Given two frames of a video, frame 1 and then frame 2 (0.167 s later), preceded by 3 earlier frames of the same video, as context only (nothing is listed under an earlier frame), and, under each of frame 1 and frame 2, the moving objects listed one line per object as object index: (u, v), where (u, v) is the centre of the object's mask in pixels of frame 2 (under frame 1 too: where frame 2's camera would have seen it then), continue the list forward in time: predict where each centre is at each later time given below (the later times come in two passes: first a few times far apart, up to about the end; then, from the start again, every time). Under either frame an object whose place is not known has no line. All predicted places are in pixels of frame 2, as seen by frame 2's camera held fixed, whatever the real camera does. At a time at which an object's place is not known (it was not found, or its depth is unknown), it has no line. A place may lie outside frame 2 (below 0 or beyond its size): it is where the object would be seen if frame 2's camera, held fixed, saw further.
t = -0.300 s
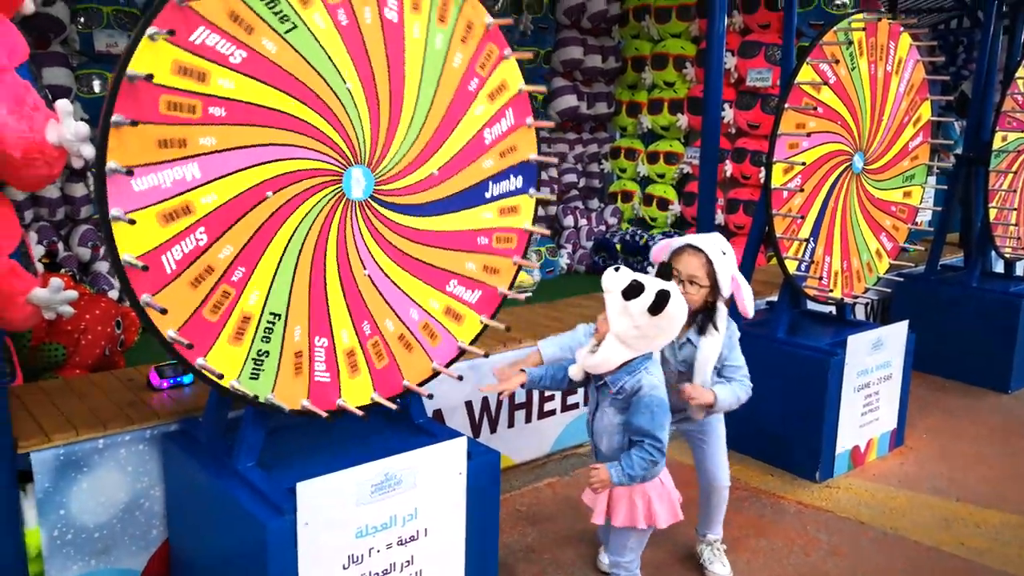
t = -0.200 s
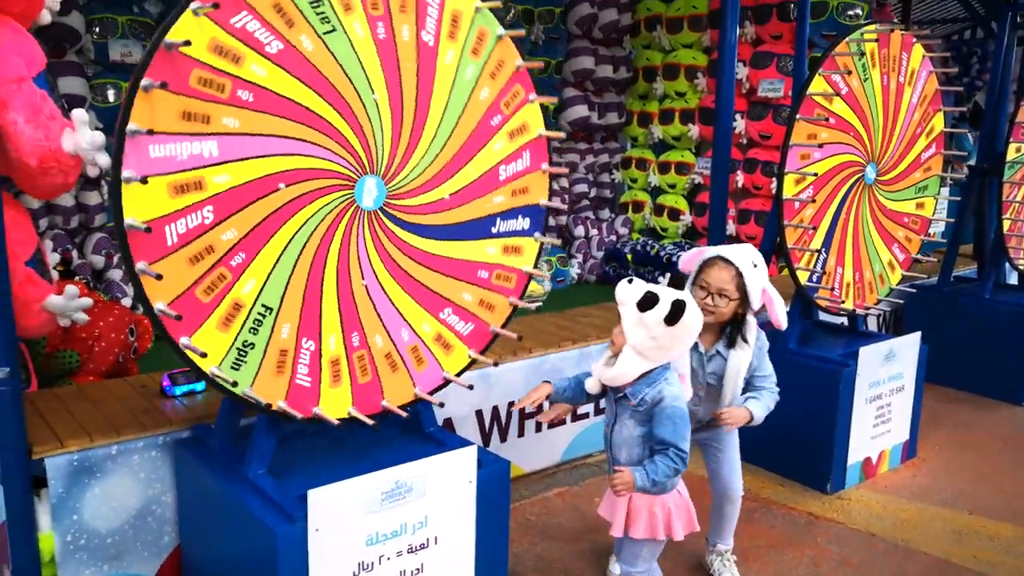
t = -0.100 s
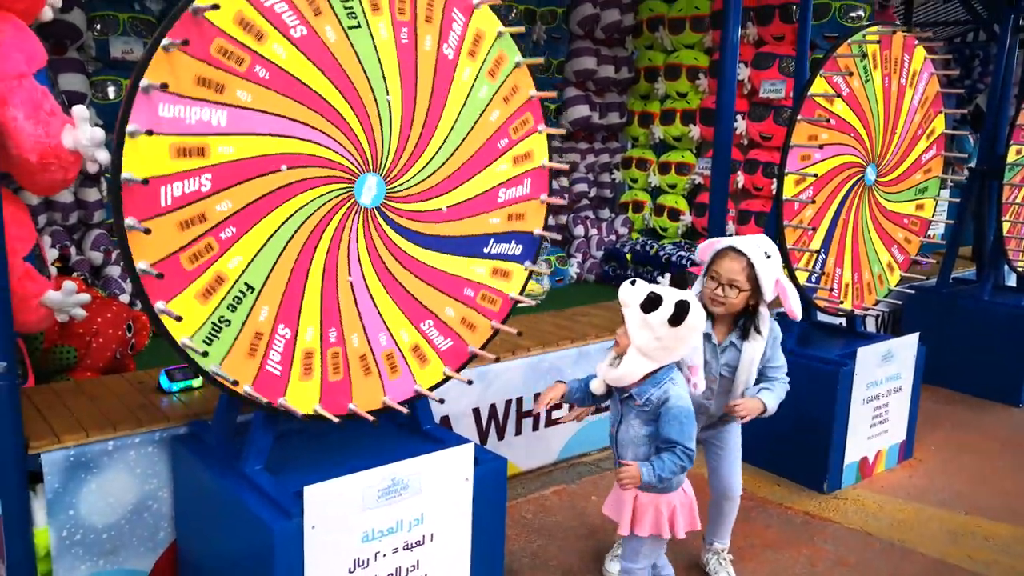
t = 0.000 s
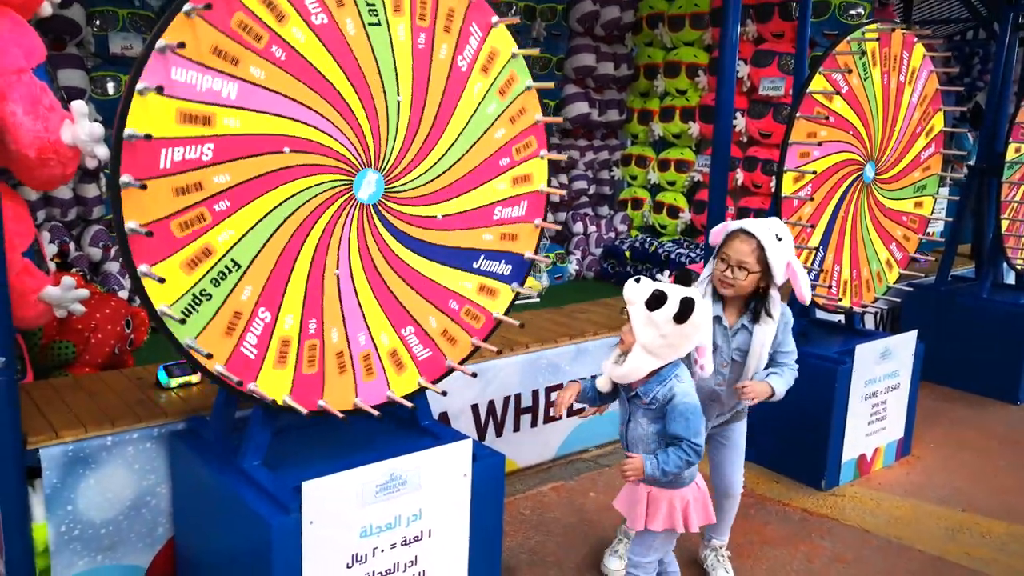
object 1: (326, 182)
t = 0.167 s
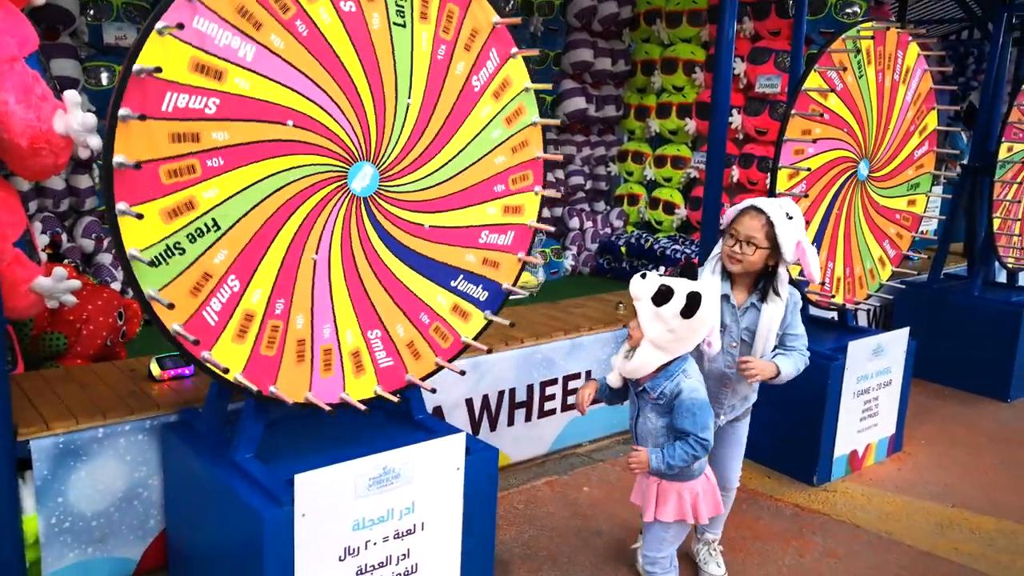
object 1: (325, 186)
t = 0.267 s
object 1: (325, 188)
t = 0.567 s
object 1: (326, 191)
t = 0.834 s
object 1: (326, 193)
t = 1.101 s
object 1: (325, 203)
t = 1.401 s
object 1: (322, 205)
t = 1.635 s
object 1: (322, 206)
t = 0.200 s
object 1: (325, 187)
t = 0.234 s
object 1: (325, 187)
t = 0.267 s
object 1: (325, 188)
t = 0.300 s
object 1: (325, 189)
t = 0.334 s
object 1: (325, 189)
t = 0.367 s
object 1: (325, 189)
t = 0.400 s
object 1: (325, 190)
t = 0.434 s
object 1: (325, 190)
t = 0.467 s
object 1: (325, 190)
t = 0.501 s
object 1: (326, 190)
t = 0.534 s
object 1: (326, 191)
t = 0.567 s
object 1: (326, 191)
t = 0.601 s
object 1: (325, 191)
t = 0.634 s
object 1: (325, 192)
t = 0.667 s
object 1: (326, 193)
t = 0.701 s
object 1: (326, 193)
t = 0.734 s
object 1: (326, 193)
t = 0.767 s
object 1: (326, 193)
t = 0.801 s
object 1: (325, 193)
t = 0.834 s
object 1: (326, 193)
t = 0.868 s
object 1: (326, 195)
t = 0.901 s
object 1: (326, 196)
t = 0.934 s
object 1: (325, 196)
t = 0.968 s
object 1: (325, 197)
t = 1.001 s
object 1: (324, 199)
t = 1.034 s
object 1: (324, 200)
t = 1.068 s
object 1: (325, 201)
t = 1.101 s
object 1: (325, 203)
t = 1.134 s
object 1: (323, 204)
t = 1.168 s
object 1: (323, 204)
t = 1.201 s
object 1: (324, 205)
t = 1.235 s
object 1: (322, 205)
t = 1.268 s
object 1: (322, 205)
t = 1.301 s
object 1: (322, 205)
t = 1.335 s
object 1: (322, 205)
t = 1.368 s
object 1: (322, 204)
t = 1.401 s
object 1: (322, 205)
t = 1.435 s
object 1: (322, 205)
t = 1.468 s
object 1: (321, 205)
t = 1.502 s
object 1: (322, 205)
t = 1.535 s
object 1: (322, 206)
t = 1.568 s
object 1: (322, 206)
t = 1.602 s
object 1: (322, 206)
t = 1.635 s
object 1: (322, 206)
